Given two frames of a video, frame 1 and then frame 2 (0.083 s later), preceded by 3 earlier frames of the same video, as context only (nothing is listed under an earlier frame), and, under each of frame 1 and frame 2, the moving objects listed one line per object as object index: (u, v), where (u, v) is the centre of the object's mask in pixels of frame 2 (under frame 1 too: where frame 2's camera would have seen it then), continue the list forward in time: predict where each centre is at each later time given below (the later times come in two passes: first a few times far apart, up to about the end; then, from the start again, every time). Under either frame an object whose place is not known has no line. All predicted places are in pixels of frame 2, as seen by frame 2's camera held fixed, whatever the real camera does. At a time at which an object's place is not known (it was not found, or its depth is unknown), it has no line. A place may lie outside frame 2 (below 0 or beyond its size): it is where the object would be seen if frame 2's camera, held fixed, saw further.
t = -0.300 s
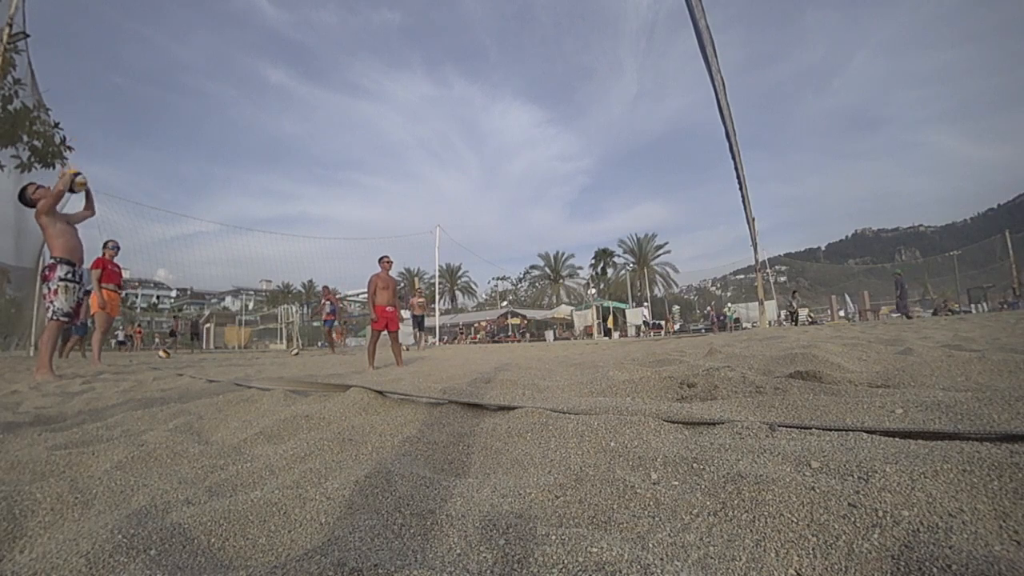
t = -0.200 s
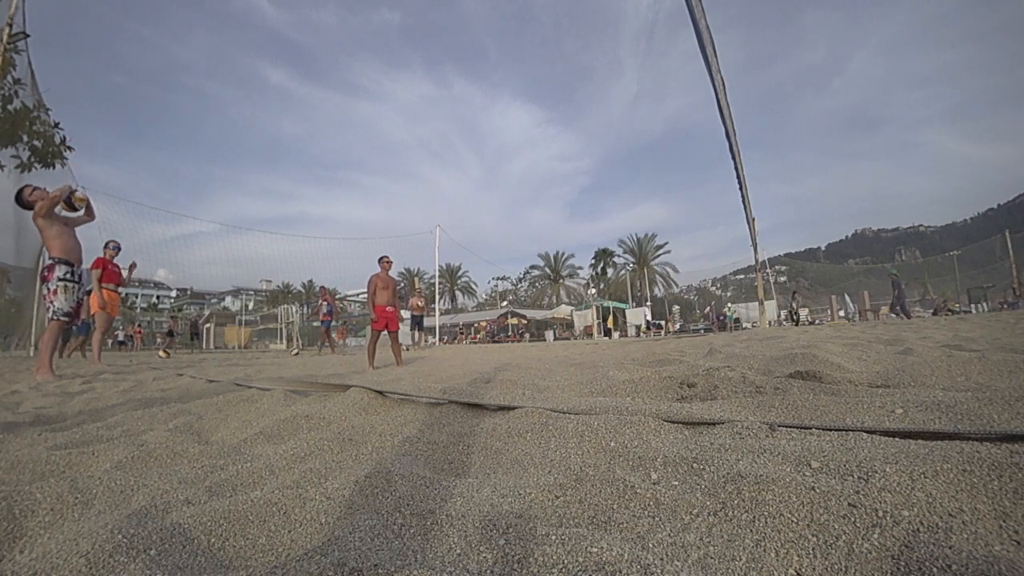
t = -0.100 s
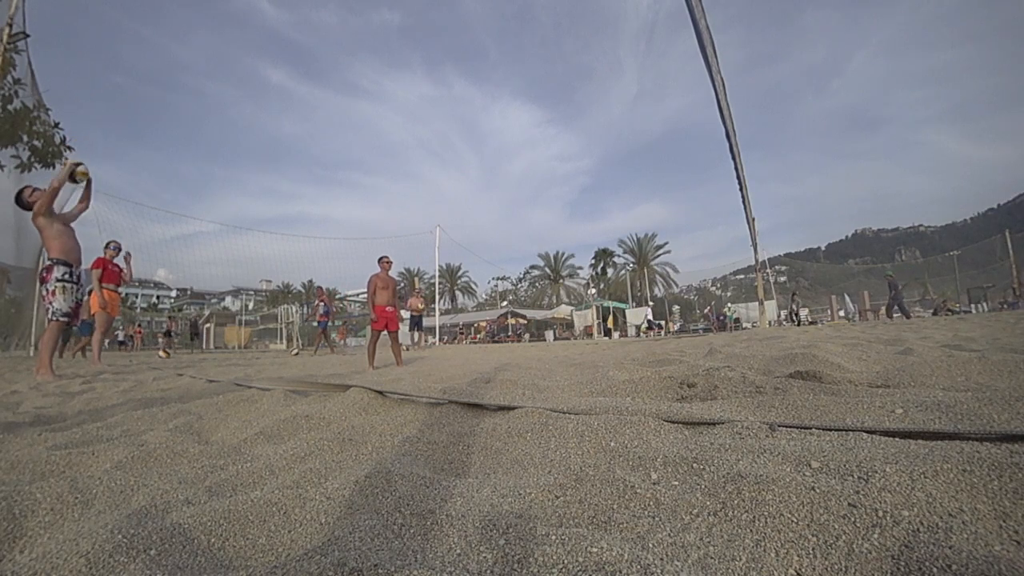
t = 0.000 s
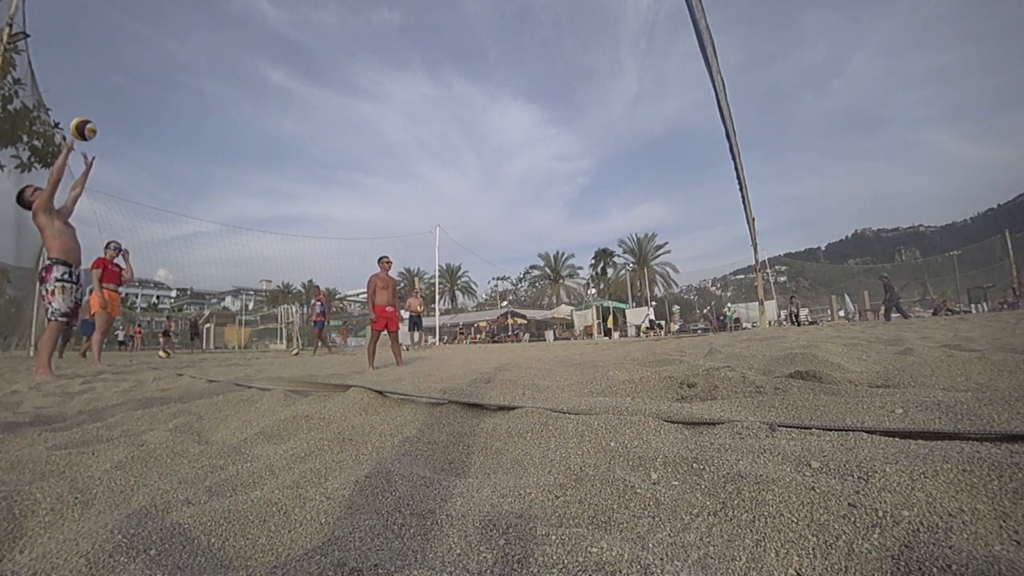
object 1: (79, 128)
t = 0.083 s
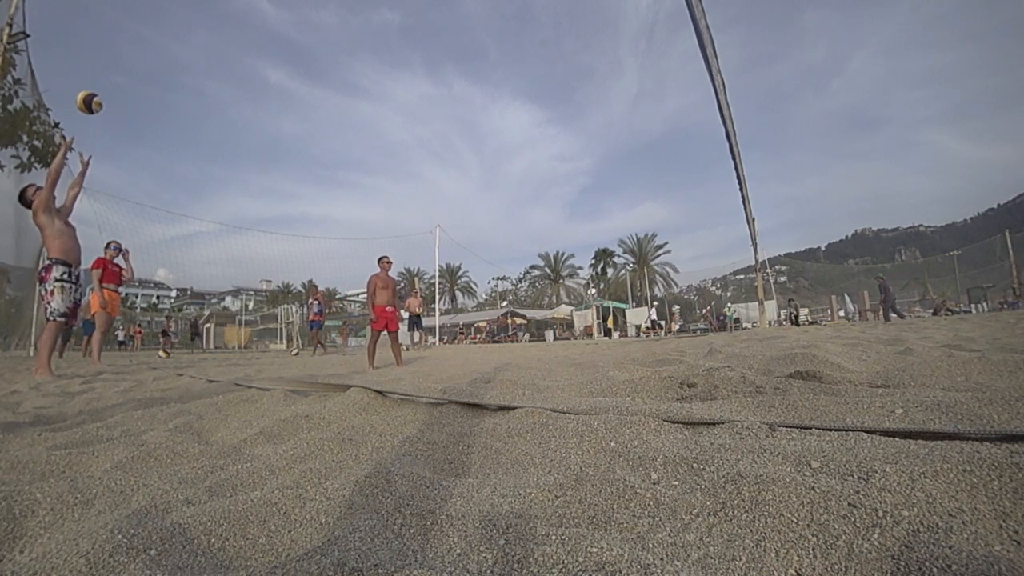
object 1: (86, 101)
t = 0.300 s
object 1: (96, 65)
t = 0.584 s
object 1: (97, 81)
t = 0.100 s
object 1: (87, 97)
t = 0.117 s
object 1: (88, 93)
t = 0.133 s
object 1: (89, 89)
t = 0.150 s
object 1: (90, 85)
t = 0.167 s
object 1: (91, 82)
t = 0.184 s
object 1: (92, 79)
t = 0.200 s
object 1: (92, 76)
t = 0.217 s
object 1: (93, 74)
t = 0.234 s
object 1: (94, 71)
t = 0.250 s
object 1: (95, 69)
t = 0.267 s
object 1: (95, 68)
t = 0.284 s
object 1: (96, 66)
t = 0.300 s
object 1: (96, 65)
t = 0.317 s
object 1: (97, 64)
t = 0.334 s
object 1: (97, 63)
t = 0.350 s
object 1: (97, 63)
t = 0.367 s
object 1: (98, 62)
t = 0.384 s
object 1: (98, 62)
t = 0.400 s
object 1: (98, 63)
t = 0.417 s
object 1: (98, 63)
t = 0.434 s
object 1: (98, 64)
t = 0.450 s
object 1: (98, 65)
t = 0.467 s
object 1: (98, 66)
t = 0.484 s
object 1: (98, 67)
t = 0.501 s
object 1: (98, 69)
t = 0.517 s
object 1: (98, 71)
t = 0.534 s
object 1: (98, 73)
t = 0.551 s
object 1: (98, 75)
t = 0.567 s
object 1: (97, 78)
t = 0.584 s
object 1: (97, 81)
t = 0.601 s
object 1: (96, 84)
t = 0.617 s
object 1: (96, 87)
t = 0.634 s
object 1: (95, 91)
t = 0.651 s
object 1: (95, 95)
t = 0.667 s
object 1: (94, 99)
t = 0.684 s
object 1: (94, 104)
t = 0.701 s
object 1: (93, 108)
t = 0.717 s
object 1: (92, 114)
